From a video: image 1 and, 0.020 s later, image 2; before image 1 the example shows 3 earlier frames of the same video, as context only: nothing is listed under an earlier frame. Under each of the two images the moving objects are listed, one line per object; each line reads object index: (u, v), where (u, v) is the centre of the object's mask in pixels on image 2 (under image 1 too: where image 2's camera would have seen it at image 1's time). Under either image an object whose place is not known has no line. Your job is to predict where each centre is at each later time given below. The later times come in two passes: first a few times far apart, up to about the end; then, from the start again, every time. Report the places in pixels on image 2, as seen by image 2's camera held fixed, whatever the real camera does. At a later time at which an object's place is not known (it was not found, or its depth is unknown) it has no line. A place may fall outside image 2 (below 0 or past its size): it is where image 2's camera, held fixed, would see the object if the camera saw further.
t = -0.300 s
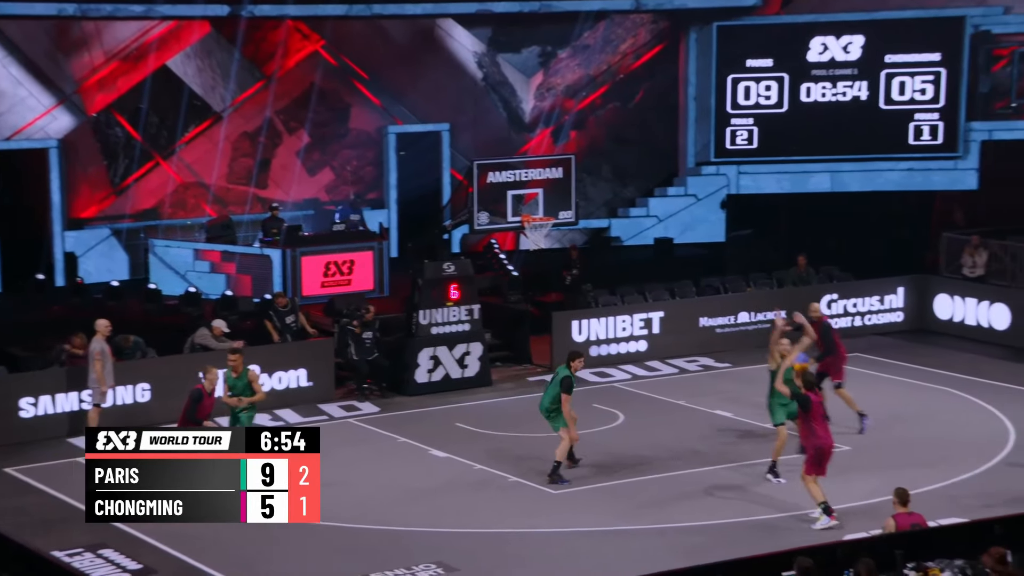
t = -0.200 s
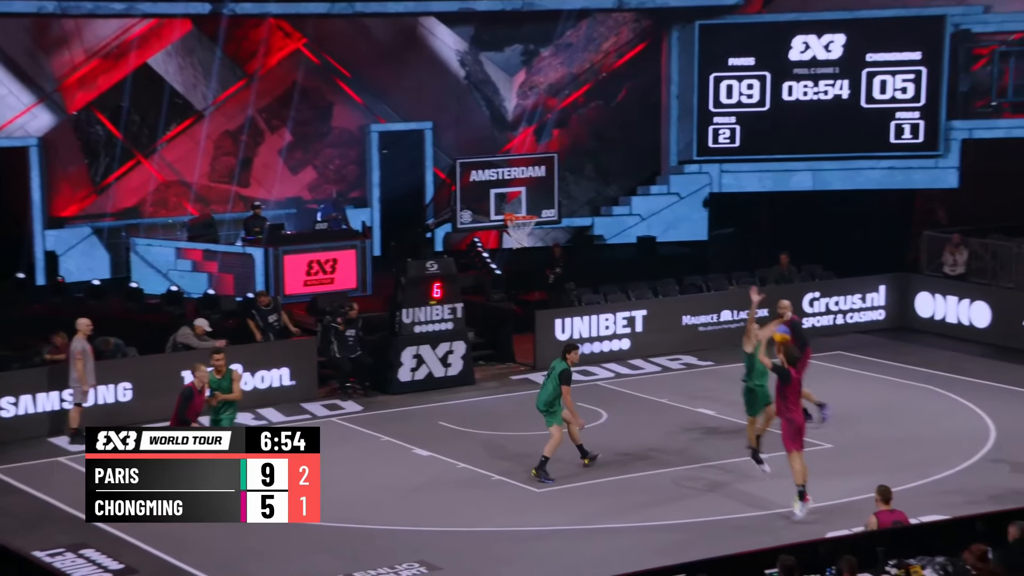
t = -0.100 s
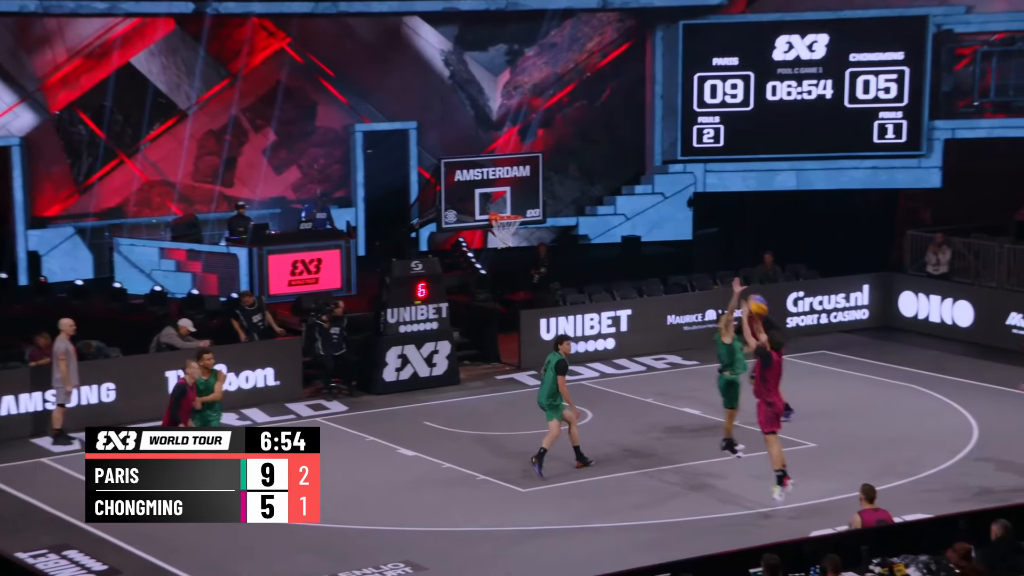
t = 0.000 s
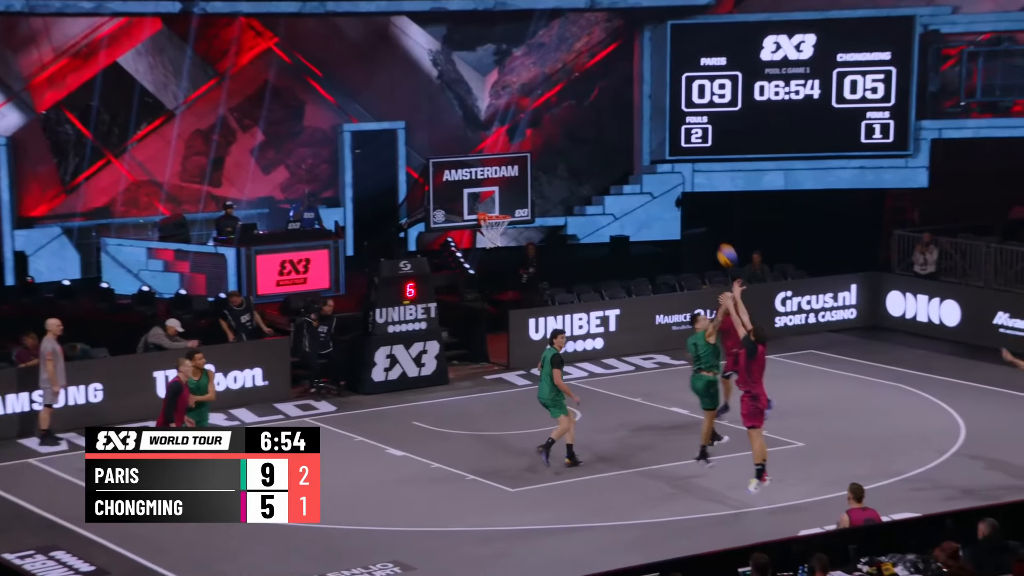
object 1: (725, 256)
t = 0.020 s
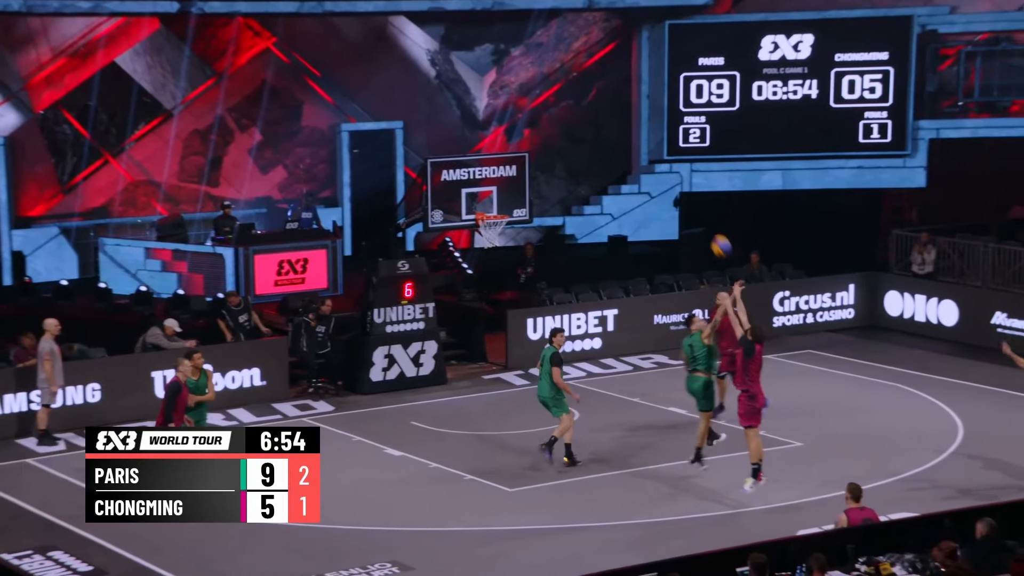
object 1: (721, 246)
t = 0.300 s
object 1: (671, 151)
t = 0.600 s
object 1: (625, 118)
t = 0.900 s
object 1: (580, 151)
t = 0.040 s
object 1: (717, 237)
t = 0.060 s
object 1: (713, 229)
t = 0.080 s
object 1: (710, 220)
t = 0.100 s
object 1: (706, 212)
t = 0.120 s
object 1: (703, 205)
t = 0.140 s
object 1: (699, 198)
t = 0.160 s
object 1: (696, 191)
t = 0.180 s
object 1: (692, 183)
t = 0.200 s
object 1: (689, 178)
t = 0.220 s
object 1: (685, 172)
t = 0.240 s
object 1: (682, 166)
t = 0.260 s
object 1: (677, 159)
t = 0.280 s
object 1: (675, 155)
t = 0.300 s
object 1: (671, 151)
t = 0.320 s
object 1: (668, 146)
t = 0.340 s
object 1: (665, 142)
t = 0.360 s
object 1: (662, 139)
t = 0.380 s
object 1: (658, 135)
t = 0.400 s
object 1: (655, 132)
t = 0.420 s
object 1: (652, 129)
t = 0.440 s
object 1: (649, 127)
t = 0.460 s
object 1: (645, 124)
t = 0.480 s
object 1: (643, 123)
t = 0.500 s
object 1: (639, 121)
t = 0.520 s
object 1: (636, 120)
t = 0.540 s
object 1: (634, 118)
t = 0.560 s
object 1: (631, 118)
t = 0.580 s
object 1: (628, 118)
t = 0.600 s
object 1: (625, 118)
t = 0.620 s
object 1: (622, 119)
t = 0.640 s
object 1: (619, 119)
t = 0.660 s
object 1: (615, 120)
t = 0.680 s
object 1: (613, 121)
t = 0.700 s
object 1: (609, 123)
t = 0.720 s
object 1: (606, 124)
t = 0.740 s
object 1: (603, 126)
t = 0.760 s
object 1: (600, 128)
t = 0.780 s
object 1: (597, 130)
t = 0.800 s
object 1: (595, 133)
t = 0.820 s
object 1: (592, 136)
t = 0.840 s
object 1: (589, 139)
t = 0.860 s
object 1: (586, 143)
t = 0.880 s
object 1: (583, 147)
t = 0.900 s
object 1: (580, 151)
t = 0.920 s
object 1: (578, 155)
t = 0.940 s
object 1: (575, 159)
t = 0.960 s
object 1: (573, 164)
